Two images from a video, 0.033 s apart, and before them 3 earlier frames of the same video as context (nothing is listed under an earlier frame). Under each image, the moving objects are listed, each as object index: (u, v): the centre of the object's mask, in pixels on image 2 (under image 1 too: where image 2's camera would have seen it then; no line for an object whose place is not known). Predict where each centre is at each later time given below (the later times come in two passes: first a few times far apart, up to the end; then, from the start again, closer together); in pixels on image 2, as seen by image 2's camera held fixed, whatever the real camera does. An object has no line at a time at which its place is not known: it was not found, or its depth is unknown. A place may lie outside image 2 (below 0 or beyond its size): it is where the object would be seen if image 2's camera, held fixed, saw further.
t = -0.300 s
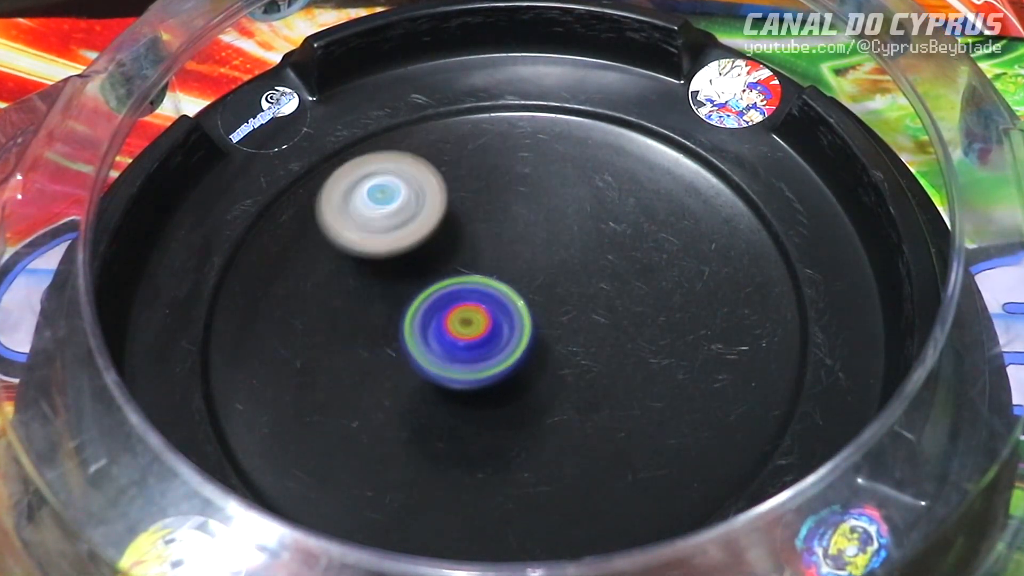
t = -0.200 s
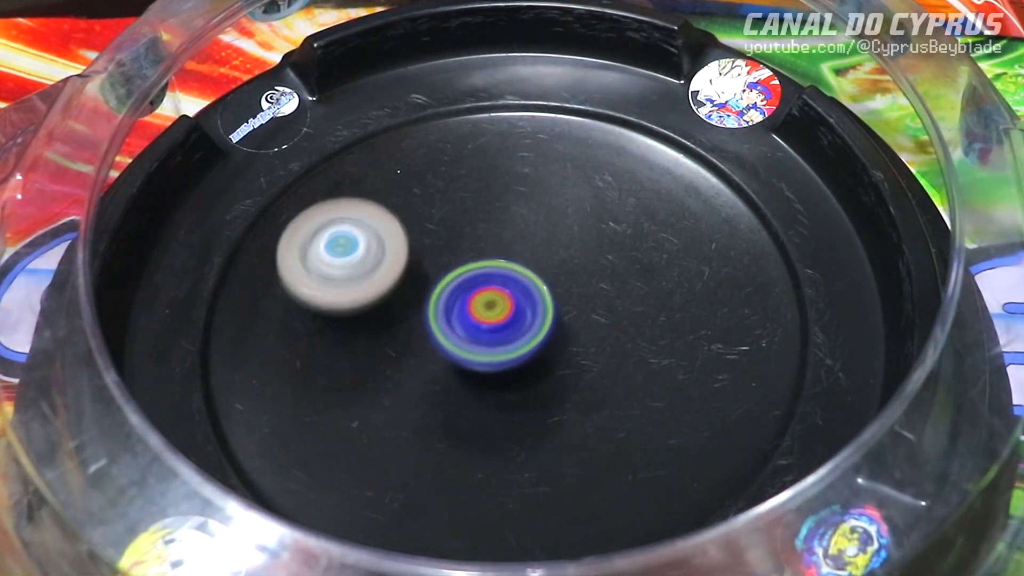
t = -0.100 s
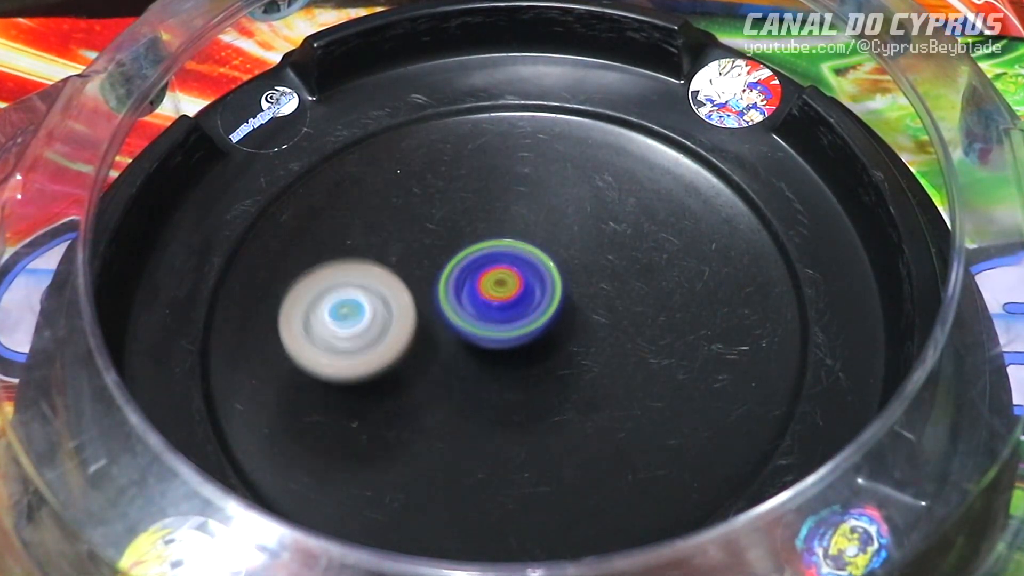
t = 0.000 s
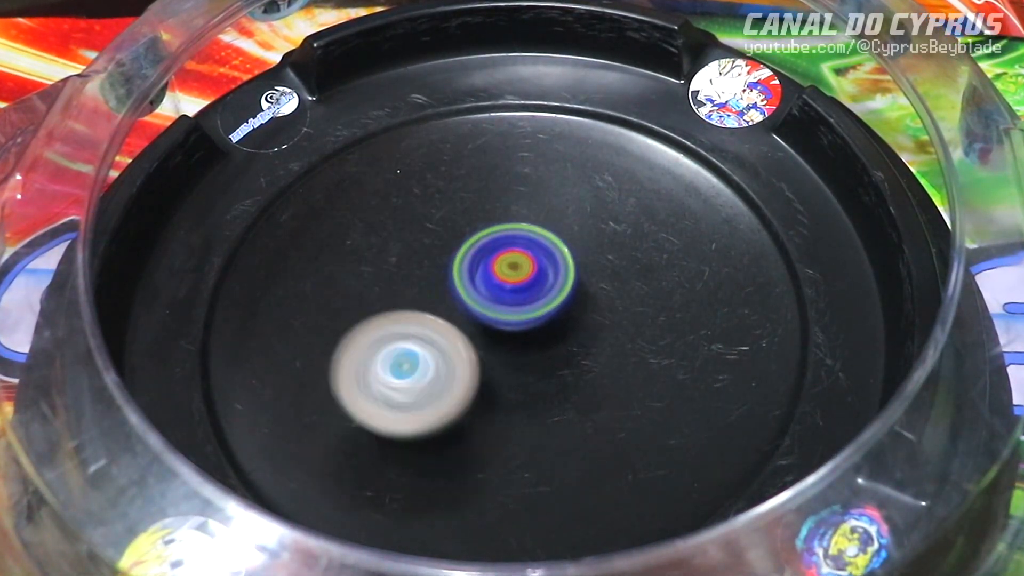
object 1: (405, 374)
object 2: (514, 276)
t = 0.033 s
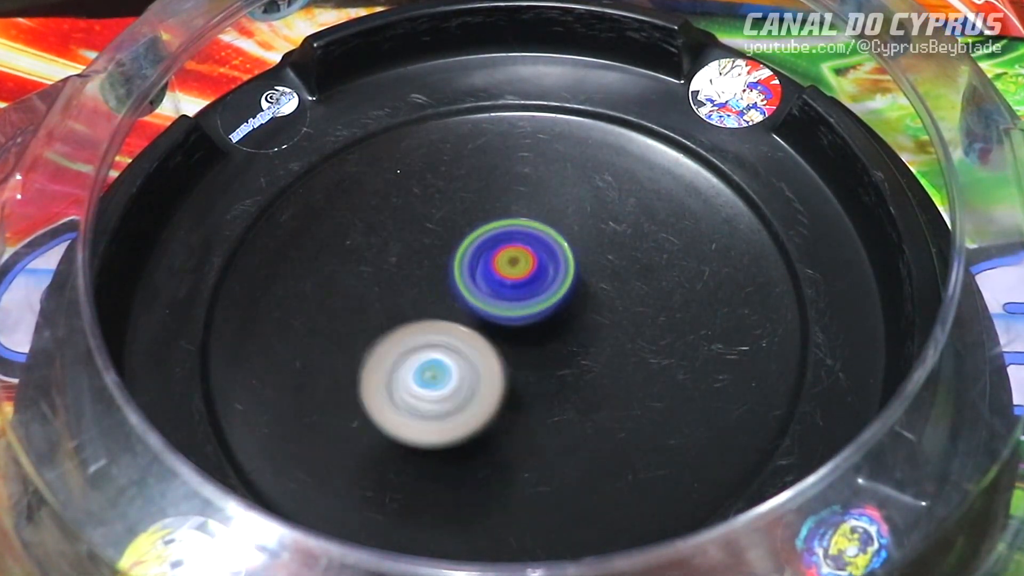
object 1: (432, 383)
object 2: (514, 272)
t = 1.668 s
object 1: (481, 232)
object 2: (616, 348)
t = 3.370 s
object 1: (404, 317)
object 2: (569, 299)
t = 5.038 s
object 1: (439, 269)
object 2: (547, 369)
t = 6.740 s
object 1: (548, 267)
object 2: (464, 361)
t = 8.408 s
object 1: (553, 305)
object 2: (414, 289)
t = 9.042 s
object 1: (550, 331)
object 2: (420, 266)
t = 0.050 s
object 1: (447, 387)
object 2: (513, 269)
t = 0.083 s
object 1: (476, 391)
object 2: (509, 262)
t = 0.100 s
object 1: (491, 391)
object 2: (508, 259)
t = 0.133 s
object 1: (520, 389)
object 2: (506, 253)
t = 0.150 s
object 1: (532, 386)
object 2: (506, 252)
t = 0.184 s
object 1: (557, 378)
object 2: (507, 252)
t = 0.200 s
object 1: (568, 373)
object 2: (507, 253)
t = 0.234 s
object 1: (586, 362)
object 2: (505, 258)
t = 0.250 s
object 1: (593, 356)
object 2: (503, 259)
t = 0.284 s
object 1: (607, 342)
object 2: (500, 259)
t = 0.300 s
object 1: (612, 335)
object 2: (498, 259)
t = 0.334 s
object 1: (619, 320)
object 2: (493, 257)
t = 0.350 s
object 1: (621, 313)
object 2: (491, 257)
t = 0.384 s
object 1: (623, 298)
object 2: (485, 256)
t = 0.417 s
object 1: (622, 283)
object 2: (480, 254)
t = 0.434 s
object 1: (621, 275)
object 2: (478, 253)
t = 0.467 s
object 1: (616, 260)
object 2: (478, 251)
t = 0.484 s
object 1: (613, 252)
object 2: (479, 250)
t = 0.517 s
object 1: (611, 238)
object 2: (476, 250)
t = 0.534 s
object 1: (610, 232)
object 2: (473, 251)
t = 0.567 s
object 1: (605, 220)
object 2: (469, 254)
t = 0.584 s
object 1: (600, 215)
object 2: (467, 255)
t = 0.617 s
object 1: (588, 207)
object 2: (463, 258)
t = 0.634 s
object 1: (580, 204)
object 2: (462, 260)
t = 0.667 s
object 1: (570, 196)
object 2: (451, 266)
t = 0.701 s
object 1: (563, 190)
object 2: (441, 272)
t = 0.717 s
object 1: (561, 189)
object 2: (438, 274)
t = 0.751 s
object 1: (556, 191)
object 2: (435, 278)
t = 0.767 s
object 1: (553, 193)
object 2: (433, 280)
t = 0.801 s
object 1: (548, 199)
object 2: (432, 284)
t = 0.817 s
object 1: (545, 202)
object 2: (431, 287)
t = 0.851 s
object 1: (539, 210)
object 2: (429, 291)
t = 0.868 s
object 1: (536, 213)
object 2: (429, 294)
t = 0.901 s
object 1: (530, 220)
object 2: (427, 299)
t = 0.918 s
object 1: (527, 224)
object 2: (426, 302)
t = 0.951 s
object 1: (530, 227)
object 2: (415, 313)
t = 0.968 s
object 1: (534, 229)
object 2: (409, 320)
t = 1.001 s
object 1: (541, 236)
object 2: (400, 334)
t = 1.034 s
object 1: (547, 242)
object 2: (396, 348)
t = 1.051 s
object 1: (549, 245)
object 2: (396, 356)
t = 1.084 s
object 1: (551, 251)
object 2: (400, 374)
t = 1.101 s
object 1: (551, 254)
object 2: (404, 382)
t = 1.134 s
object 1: (552, 259)
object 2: (416, 398)
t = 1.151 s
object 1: (551, 262)
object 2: (424, 406)
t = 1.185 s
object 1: (549, 267)
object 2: (444, 417)
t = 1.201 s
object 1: (548, 269)
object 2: (454, 420)
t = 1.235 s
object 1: (545, 273)
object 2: (481, 424)
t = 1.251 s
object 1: (543, 274)
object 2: (494, 424)
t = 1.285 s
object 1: (538, 277)
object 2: (519, 420)
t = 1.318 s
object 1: (534, 279)
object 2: (543, 410)
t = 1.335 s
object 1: (532, 279)
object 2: (553, 403)
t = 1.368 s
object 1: (528, 279)
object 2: (568, 388)
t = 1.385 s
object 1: (526, 277)
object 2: (576, 381)
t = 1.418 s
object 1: (523, 271)
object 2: (586, 372)
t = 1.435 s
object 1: (523, 269)
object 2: (589, 366)
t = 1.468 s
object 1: (520, 264)
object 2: (594, 360)
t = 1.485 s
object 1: (514, 254)
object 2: (602, 365)
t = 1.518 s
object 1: (503, 238)
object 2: (612, 375)
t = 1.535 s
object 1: (498, 232)
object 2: (614, 378)
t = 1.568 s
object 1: (492, 224)
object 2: (616, 379)
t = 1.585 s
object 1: (490, 222)
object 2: (616, 377)
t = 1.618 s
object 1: (487, 223)
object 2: (615, 369)
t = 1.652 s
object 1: (483, 228)
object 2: (615, 356)
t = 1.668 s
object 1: (481, 232)
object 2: (616, 348)
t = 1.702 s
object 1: (474, 240)
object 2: (616, 332)
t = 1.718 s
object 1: (470, 244)
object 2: (614, 325)
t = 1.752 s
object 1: (462, 252)
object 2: (611, 312)
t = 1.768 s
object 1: (458, 256)
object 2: (609, 307)
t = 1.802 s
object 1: (455, 262)
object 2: (603, 301)
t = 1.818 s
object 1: (454, 264)
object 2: (597, 298)
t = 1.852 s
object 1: (452, 267)
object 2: (584, 293)
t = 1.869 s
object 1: (444, 266)
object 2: (584, 293)
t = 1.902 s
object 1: (430, 264)
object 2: (586, 295)
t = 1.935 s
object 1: (423, 264)
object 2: (582, 297)
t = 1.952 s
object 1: (422, 265)
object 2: (579, 298)
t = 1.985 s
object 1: (419, 270)
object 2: (567, 296)
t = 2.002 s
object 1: (418, 274)
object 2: (562, 297)
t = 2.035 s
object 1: (417, 282)
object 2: (552, 300)
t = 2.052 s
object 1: (414, 286)
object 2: (552, 302)
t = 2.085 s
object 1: (399, 288)
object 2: (568, 308)
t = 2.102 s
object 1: (393, 290)
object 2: (574, 311)
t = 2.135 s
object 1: (387, 293)
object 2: (580, 316)
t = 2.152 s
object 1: (386, 295)
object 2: (581, 318)
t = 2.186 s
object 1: (386, 298)
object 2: (585, 320)
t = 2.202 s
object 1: (387, 300)
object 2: (587, 319)
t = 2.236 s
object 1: (390, 304)
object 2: (590, 316)
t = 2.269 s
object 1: (394, 308)
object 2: (596, 312)
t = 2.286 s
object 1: (397, 309)
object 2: (597, 310)
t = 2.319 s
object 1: (402, 313)
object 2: (598, 306)
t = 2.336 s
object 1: (405, 314)
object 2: (597, 305)
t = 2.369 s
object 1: (410, 317)
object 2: (593, 303)
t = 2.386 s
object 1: (412, 318)
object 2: (591, 302)
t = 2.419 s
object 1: (416, 320)
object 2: (585, 301)
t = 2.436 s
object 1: (418, 321)
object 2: (582, 300)
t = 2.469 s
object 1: (421, 323)
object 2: (575, 300)
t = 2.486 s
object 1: (422, 323)
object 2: (572, 300)
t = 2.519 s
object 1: (425, 324)
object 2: (565, 299)
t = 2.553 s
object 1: (423, 325)
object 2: (565, 297)
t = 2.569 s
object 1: (418, 324)
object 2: (569, 296)
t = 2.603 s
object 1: (407, 321)
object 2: (575, 294)
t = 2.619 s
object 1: (404, 317)
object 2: (577, 293)
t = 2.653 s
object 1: (403, 310)
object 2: (577, 292)
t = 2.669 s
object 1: (405, 306)
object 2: (576, 291)
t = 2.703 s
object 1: (409, 299)
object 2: (574, 290)
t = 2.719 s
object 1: (413, 296)
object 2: (573, 289)
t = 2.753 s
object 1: (420, 290)
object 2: (570, 289)
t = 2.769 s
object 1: (425, 288)
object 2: (568, 289)
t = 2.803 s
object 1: (428, 285)
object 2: (572, 289)
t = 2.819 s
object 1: (424, 281)
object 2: (581, 290)
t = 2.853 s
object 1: (416, 276)
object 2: (593, 293)
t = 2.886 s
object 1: (410, 275)
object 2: (599, 296)
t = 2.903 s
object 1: (408, 275)
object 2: (600, 298)
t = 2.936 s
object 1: (404, 276)
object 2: (600, 299)
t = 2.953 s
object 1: (402, 276)
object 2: (599, 299)
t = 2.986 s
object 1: (400, 277)
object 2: (597, 299)
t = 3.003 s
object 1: (399, 278)
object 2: (595, 298)
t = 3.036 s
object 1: (397, 280)
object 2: (592, 297)
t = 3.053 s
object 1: (396, 282)
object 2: (590, 297)
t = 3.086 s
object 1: (395, 286)
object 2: (586, 297)
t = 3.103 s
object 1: (396, 289)
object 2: (583, 296)
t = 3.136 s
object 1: (399, 294)
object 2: (577, 296)
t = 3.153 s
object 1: (401, 297)
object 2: (574, 295)
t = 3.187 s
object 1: (406, 303)
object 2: (568, 295)
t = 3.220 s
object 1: (412, 308)
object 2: (563, 295)
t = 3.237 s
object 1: (414, 311)
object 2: (560, 296)
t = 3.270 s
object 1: (418, 315)
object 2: (555, 297)
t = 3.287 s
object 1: (417, 317)
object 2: (554, 297)
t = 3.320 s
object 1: (412, 317)
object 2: (557, 298)
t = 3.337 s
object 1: (407, 317)
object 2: (563, 298)
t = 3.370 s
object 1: (404, 317)
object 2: (569, 299)
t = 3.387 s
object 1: (406, 316)
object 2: (571, 300)
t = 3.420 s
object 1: (410, 316)
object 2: (573, 301)
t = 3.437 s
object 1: (413, 316)
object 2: (573, 301)
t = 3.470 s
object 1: (419, 318)
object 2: (571, 301)
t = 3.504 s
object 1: (426, 319)
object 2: (567, 302)
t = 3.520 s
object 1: (428, 319)
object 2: (566, 302)
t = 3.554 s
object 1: (430, 320)
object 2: (570, 301)
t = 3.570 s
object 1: (432, 321)
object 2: (571, 301)
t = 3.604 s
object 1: (431, 321)
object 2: (578, 300)
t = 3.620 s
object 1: (429, 320)
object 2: (584, 299)
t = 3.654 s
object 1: (426, 318)
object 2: (592, 298)
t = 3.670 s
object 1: (425, 316)
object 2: (594, 298)
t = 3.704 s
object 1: (426, 313)
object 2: (596, 297)
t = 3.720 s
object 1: (427, 311)
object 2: (595, 297)
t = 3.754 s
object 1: (430, 307)
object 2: (592, 298)
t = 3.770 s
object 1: (433, 305)
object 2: (589, 299)
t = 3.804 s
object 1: (438, 301)
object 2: (584, 300)
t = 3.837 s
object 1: (442, 297)
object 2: (580, 302)
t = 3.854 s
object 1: (438, 293)
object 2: (586, 303)
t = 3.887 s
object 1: (433, 288)
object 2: (593, 305)
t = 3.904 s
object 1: (433, 286)
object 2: (595, 305)
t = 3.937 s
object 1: (435, 282)
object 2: (594, 307)
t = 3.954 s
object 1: (438, 280)
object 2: (591, 307)
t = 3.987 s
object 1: (444, 279)
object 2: (583, 307)
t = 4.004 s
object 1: (448, 279)
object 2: (579, 307)
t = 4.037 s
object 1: (443, 274)
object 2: (586, 311)
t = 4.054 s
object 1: (440, 272)
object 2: (589, 312)
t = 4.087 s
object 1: (435, 271)
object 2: (592, 315)
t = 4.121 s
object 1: (431, 271)
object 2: (596, 316)
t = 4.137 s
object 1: (430, 270)
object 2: (597, 317)
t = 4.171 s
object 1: (426, 270)
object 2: (600, 319)
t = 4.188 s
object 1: (424, 270)
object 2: (601, 319)
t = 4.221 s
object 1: (421, 270)
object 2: (603, 321)
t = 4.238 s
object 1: (420, 269)
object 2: (604, 321)
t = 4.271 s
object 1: (417, 269)
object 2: (605, 322)
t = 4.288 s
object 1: (416, 269)
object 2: (606, 323)
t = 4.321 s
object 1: (415, 269)
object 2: (607, 324)
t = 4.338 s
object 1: (414, 269)
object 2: (607, 325)
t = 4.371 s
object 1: (412, 269)
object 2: (606, 326)
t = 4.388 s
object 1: (411, 269)
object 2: (605, 327)
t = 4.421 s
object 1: (411, 269)
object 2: (604, 328)
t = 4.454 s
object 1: (411, 269)
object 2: (602, 329)
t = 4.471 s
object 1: (411, 269)
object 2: (601, 330)
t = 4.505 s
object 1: (410, 270)
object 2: (599, 331)
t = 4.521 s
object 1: (410, 270)
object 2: (597, 332)
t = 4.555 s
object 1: (411, 271)
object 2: (594, 333)
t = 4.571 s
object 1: (412, 272)
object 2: (592, 333)
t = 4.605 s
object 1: (413, 272)
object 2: (588, 334)
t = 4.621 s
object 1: (414, 273)
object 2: (586, 334)
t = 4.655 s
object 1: (417, 274)
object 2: (581, 334)
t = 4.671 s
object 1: (419, 275)
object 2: (579, 334)
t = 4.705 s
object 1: (422, 276)
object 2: (573, 335)
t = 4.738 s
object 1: (426, 277)
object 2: (566, 335)
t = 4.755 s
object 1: (428, 277)
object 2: (563, 335)
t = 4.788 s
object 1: (432, 278)
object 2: (557, 335)
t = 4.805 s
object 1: (434, 279)
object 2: (554, 335)
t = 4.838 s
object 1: (434, 278)
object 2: (551, 338)
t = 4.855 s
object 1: (435, 278)
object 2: (549, 339)
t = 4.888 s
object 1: (438, 276)
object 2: (546, 342)
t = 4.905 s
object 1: (436, 273)
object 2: (547, 346)
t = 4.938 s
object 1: (435, 269)
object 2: (549, 354)
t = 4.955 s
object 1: (435, 268)
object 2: (550, 356)
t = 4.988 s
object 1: (437, 269)
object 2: (551, 361)
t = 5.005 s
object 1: (438, 269)
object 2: (551, 364)
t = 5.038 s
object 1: (439, 269)
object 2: (547, 369)
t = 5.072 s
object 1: (441, 270)
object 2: (537, 372)
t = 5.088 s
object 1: (443, 270)
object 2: (533, 373)
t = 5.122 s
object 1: (445, 271)
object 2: (525, 373)
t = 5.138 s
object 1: (446, 271)
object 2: (522, 372)
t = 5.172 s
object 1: (449, 273)
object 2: (517, 369)
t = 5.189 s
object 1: (450, 272)
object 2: (516, 368)
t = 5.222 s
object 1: (451, 261)
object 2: (519, 378)
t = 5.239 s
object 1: (452, 257)
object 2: (518, 383)
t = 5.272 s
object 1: (454, 254)
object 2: (518, 387)
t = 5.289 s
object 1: (456, 254)
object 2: (516, 387)
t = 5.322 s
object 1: (458, 253)
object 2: (514, 387)
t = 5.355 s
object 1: (460, 255)
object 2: (514, 386)
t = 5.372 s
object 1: (461, 255)
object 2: (514, 385)
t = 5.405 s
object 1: (463, 256)
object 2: (513, 382)
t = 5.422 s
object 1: (465, 257)
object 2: (513, 381)
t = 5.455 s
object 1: (468, 258)
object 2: (512, 378)
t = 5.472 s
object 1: (469, 259)
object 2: (511, 377)
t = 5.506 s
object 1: (472, 261)
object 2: (510, 375)
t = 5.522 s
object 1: (473, 262)
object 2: (509, 374)
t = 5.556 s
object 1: (476, 264)
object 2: (507, 371)
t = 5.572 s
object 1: (477, 263)
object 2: (506, 372)
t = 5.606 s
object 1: (479, 256)
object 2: (504, 378)
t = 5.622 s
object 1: (481, 254)
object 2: (501, 382)
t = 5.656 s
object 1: (484, 252)
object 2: (497, 388)
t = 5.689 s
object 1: (487, 252)
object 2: (495, 392)
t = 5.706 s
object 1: (489, 253)
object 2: (494, 393)
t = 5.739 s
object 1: (490, 254)
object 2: (492, 393)
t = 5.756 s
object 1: (492, 255)
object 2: (492, 391)
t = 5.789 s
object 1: (494, 257)
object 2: (491, 388)
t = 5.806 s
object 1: (494, 257)
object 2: (491, 385)
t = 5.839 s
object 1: (496, 260)
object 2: (492, 380)
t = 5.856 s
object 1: (498, 260)
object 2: (492, 377)
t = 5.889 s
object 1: (500, 261)
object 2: (492, 373)
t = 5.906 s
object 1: (502, 259)
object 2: (491, 375)
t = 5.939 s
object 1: (505, 261)
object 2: (491, 375)
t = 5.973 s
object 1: (507, 262)
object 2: (491, 373)
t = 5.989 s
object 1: (508, 261)
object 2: (490, 373)
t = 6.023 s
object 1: (514, 257)
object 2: (485, 379)
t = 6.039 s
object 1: (517, 255)
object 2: (483, 382)
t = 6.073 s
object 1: (519, 256)
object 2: (479, 384)
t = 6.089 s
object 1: (520, 256)
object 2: (477, 384)
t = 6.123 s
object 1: (521, 257)
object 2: (475, 382)
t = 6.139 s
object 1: (522, 258)
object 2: (475, 381)
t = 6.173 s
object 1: (523, 259)
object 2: (475, 377)
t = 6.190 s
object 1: (524, 260)
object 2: (475, 375)
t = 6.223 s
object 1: (525, 262)
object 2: (476, 370)
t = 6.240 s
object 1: (525, 262)
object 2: (476, 367)
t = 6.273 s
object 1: (533, 256)
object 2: (468, 373)
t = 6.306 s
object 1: (538, 254)
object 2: (462, 377)
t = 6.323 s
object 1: (540, 254)
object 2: (461, 378)
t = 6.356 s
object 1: (540, 254)
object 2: (460, 377)
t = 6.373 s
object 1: (540, 255)
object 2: (461, 377)
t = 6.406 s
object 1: (540, 256)
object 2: (461, 376)
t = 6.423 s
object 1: (539, 257)
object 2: (462, 375)
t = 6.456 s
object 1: (539, 258)
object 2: (463, 374)
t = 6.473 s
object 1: (539, 259)
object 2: (464, 373)
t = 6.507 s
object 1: (539, 261)
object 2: (465, 370)
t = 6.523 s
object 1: (539, 262)
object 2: (466, 369)
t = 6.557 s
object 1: (538, 265)
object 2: (468, 366)
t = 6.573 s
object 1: (539, 266)
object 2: (468, 365)
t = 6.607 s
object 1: (540, 266)
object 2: (467, 364)
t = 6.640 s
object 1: (545, 265)
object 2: (463, 365)
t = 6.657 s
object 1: (547, 265)
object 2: (463, 365)
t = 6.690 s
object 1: (548, 266)
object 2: (464, 364)
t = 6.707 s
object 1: (548, 266)
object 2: (464, 363)
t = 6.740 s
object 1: (548, 267)
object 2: (464, 361)
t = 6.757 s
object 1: (549, 267)
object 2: (465, 360)
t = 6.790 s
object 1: (552, 265)
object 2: (461, 362)
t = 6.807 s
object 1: (556, 263)
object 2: (456, 363)
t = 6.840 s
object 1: (560, 259)
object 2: (451, 364)
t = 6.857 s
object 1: (562, 258)
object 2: (450, 363)
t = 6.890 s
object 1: (562, 257)
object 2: (450, 361)
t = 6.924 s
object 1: (562, 258)
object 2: (450, 360)
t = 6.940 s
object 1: (560, 259)
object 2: (450, 359)
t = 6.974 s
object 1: (556, 261)
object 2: (451, 357)
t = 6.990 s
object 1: (553, 262)
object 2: (452, 356)
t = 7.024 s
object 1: (548, 265)
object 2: (452, 354)
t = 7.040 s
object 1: (545, 266)
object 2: (454, 353)
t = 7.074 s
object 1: (547, 264)
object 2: (445, 355)
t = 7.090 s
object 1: (550, 262)
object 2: (440, 355)
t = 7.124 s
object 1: (553, 260)
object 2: (434, 353)
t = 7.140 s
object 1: (554, 261)
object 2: (431, 352)
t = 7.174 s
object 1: (554, 262)
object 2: (430, 350)
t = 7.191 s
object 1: (552, 264)
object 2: (431, 348)
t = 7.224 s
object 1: (550, 266)
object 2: (433, 345)
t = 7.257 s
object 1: (546, 269)
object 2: (435, 343)
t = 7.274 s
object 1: (544, 270)
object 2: (436, 342)
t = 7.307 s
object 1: (547, 270)
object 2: (428, 343)
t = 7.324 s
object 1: (549, 270)
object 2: (423, 344)
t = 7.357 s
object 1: (549, 270)
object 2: (416, 343)
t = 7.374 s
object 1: (549, 271)
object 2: (415, 342)
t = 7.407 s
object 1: (550, 271)
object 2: (415, 340)
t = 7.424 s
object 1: (550, 272)
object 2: (415, 338)
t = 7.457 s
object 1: (549, 273)
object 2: (418, 336)
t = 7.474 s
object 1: (549, 274)
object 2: (420, 335)
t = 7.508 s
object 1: (548, 275)
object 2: (423, 332)
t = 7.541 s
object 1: (549, 276)
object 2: (424, 330)
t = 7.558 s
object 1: (551, 275)
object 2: (422, 329)
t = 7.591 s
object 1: (553, 276)
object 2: (422, 327)
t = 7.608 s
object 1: (552, 277)
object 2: (424, 326)
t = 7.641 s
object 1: (552, 278)
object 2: (425, 324)
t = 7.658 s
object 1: (557, 278)
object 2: (421, 323)
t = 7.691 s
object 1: (566, 277)
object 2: (408, 321)
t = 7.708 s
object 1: (569, 278)
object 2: (407, 321)
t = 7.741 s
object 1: (569, 279)
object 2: (405, 319)
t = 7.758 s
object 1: (569, 279)
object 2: (404, 318)
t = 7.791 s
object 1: (566, 280)
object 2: (405, 317)
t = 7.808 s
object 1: (566, 280)
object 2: (406, 316)
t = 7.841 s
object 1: (563, 281)
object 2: (407, 316)
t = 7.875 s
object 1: (560, 281)
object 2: (408, 314)
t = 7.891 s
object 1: (560, 281)
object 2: (409, 315)
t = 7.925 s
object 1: (557, 282)
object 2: (412, 312)
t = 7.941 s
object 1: (556, 283)
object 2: (413, 312)
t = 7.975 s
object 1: (553, 284)
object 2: (417, 312)
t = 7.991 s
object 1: (552, 284)
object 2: (418, 310)
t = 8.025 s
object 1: (553, 286)
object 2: (416, 309)
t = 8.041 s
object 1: (552, 286)
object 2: (417, 308)
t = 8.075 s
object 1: (553, 288)
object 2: (415, 307)
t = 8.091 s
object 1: (554, 289)
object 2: (417, 306)
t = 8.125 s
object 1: (555, 292)
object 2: (416, 303)
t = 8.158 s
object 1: (556, 294)
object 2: (417, 302)
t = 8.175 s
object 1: (556, 295)
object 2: (418, 301)
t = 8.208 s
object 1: (556, 297)
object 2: (418, 300)
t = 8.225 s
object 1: (556, 298)
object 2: (416, 298)
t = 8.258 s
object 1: (558, 300)
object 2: (415, 297)
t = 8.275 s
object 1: (557, 301)
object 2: (416, 296)
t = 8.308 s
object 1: (555, 302)
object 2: (416, 295)
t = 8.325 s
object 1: (554, 303)
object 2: (418, 294)
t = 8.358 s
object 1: (553, 304)
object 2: (416, 292)
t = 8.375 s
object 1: (554, 304)
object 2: (415, 291)
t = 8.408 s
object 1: (553, 305)
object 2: (414, 289)
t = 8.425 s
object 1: (553, 305)
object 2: (415, 289)
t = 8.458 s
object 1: (550, 306)
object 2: (417, 287)
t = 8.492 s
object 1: (555, 309)
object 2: (410, 282)
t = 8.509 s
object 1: (557, 311)
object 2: (406, 280)
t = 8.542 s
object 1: (558, 313)
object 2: (405, 279)
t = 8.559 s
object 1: (558, 314)
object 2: (403, 279)
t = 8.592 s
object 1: (556, 315)
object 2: (405, 278)
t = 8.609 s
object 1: (556, 315)
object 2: (406, 278)
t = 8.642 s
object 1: (555, 317)
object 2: (408, 279)
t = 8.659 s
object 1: (553, 317)
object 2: (408, 278)
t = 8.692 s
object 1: (551, 318)
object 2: (411, 279)
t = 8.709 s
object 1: (550, 319)
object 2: (412, 278)
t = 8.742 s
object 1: (547, 319)
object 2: (414, 279)
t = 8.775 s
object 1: (545, 320)
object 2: (417, 279)
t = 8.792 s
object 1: (543, 320)
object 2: (419, 280)
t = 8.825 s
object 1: (547, 322)
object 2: (417, 275)
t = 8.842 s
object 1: (547, 324)
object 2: (415, 274)
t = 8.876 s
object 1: (549, 325)
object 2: (417, 272)
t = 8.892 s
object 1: (548, 326)
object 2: (417, 272)
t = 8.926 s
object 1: (545, 325)
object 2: (421, 273)
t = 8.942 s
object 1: (545, 325)
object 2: (422, 274)
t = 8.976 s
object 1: (543, 324)
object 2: (426, 275)
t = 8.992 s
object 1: (545, 325)
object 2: (424, 273)
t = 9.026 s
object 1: (550, 330)
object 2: (420, 268)
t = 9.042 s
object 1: (550, 331)
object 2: (420, 266)
